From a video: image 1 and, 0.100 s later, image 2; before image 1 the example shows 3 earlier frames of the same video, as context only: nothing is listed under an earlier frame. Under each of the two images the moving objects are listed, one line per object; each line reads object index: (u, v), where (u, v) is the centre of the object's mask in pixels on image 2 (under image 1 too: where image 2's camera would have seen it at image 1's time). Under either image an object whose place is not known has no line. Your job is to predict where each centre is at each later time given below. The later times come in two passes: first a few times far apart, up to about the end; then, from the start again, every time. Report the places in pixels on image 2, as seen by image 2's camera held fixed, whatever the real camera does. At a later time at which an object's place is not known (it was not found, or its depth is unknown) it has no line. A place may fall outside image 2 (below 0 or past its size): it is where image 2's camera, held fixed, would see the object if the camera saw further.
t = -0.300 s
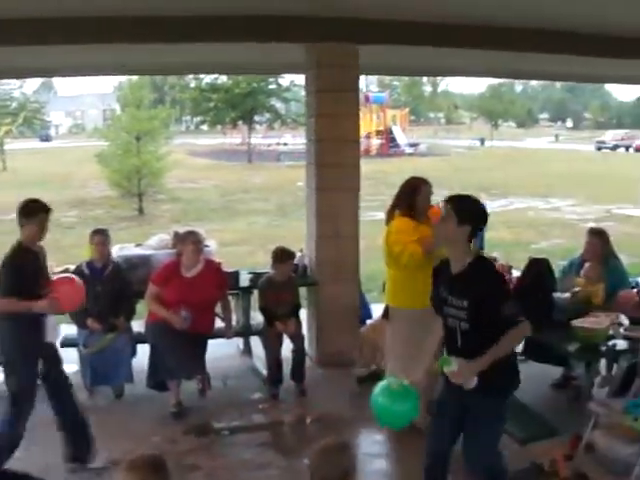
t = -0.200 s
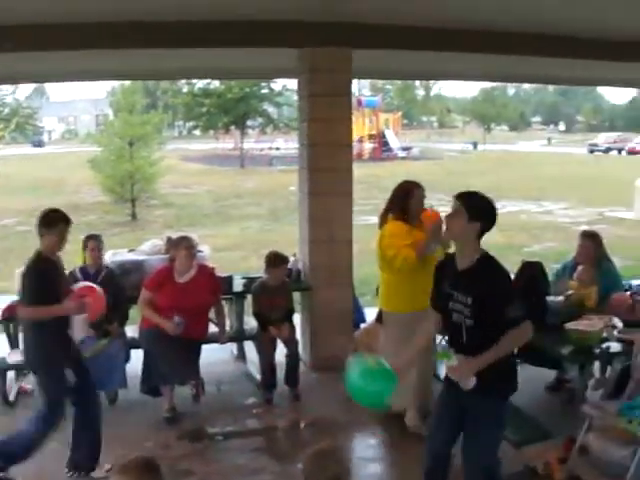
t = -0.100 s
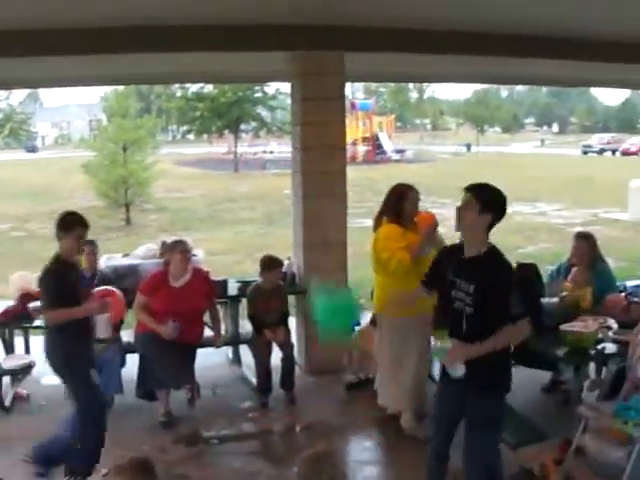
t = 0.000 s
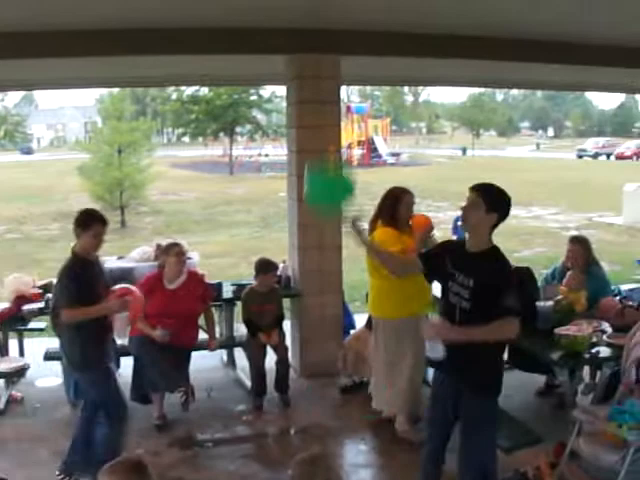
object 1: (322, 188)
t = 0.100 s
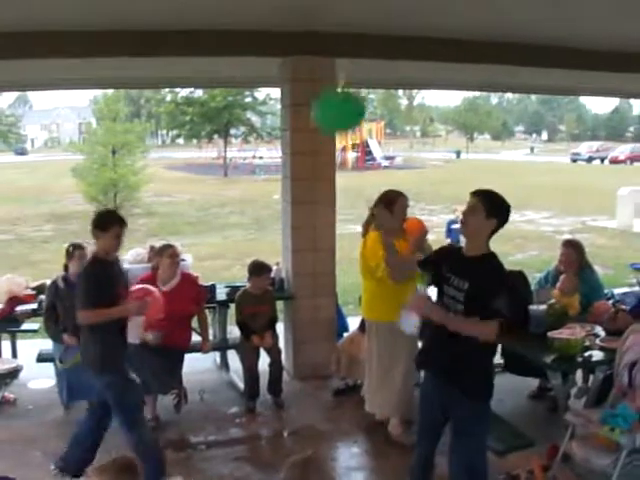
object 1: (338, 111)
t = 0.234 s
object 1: (359, 56)
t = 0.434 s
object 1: (375, 30)
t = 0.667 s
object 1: (378, 35)
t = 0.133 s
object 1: (344, 90)
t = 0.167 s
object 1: (348, 77)
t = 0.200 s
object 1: (354, 64)
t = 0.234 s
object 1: (359, 56)
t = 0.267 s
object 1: (362, 48)
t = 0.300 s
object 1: (366, 43)
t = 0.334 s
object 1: (370, 37)
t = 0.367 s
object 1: (372, 33)
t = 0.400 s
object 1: (374, 32)
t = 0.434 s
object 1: (375, 30)
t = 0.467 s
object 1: (376, 29)
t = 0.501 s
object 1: (377, 29)
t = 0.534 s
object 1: (378, 28)
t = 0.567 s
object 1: (379, 29)
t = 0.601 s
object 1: (379, 30)
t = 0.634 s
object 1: (379, 32)
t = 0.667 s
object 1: (378, 35)
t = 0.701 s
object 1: (378, 39)
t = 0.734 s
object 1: (378, 45)
